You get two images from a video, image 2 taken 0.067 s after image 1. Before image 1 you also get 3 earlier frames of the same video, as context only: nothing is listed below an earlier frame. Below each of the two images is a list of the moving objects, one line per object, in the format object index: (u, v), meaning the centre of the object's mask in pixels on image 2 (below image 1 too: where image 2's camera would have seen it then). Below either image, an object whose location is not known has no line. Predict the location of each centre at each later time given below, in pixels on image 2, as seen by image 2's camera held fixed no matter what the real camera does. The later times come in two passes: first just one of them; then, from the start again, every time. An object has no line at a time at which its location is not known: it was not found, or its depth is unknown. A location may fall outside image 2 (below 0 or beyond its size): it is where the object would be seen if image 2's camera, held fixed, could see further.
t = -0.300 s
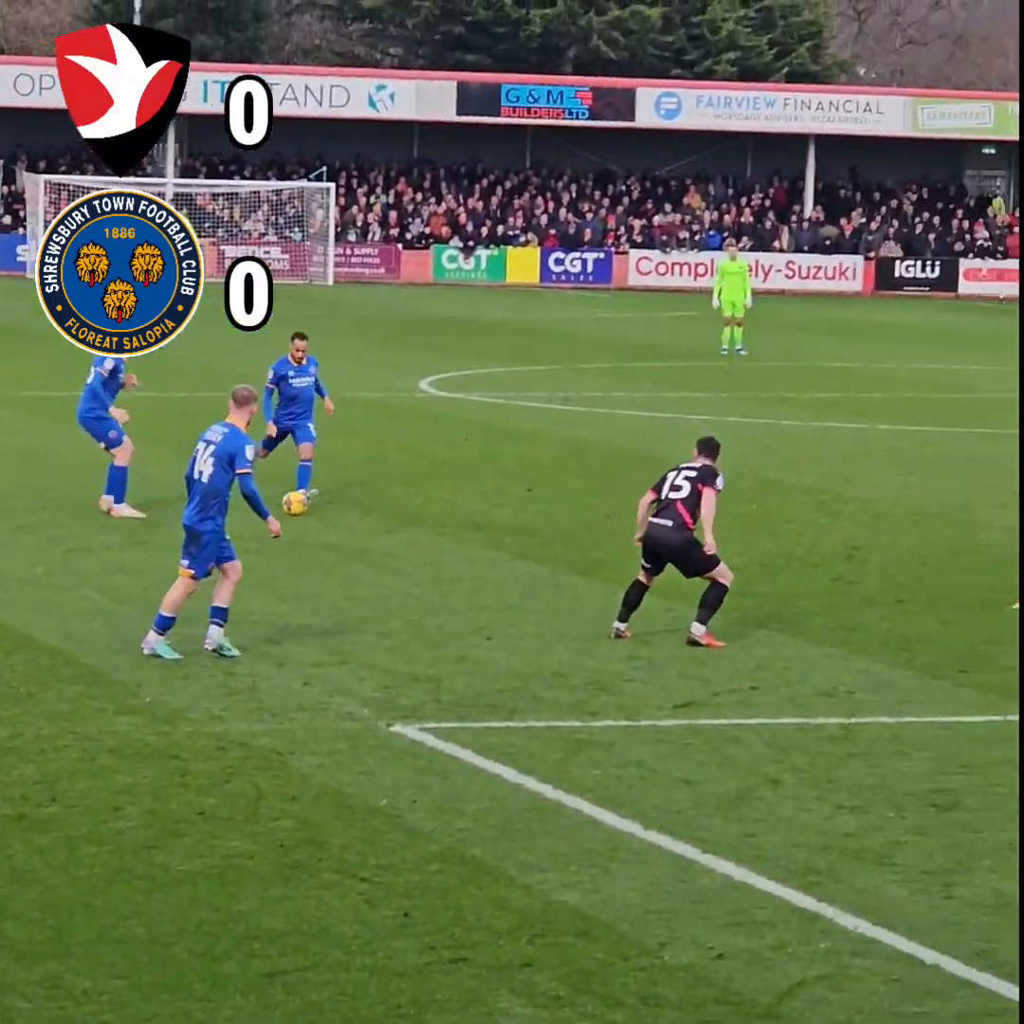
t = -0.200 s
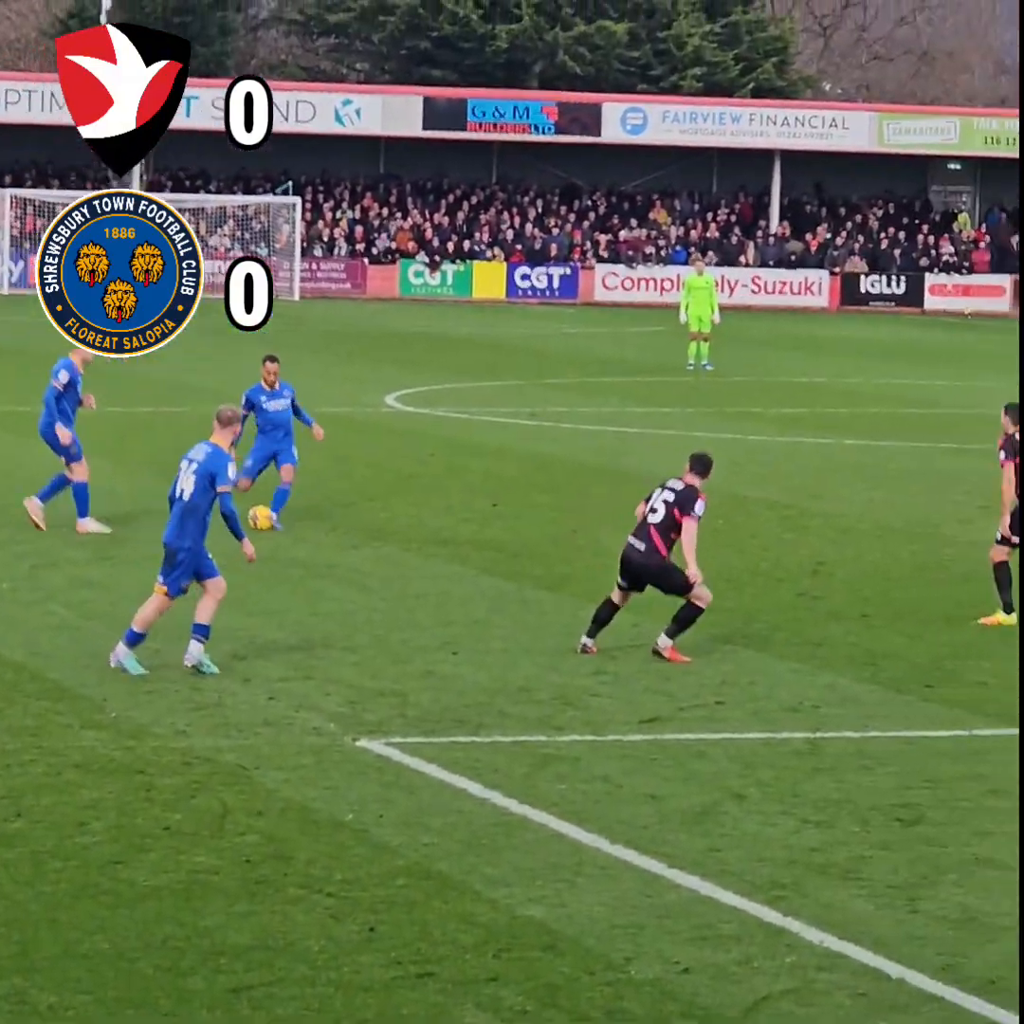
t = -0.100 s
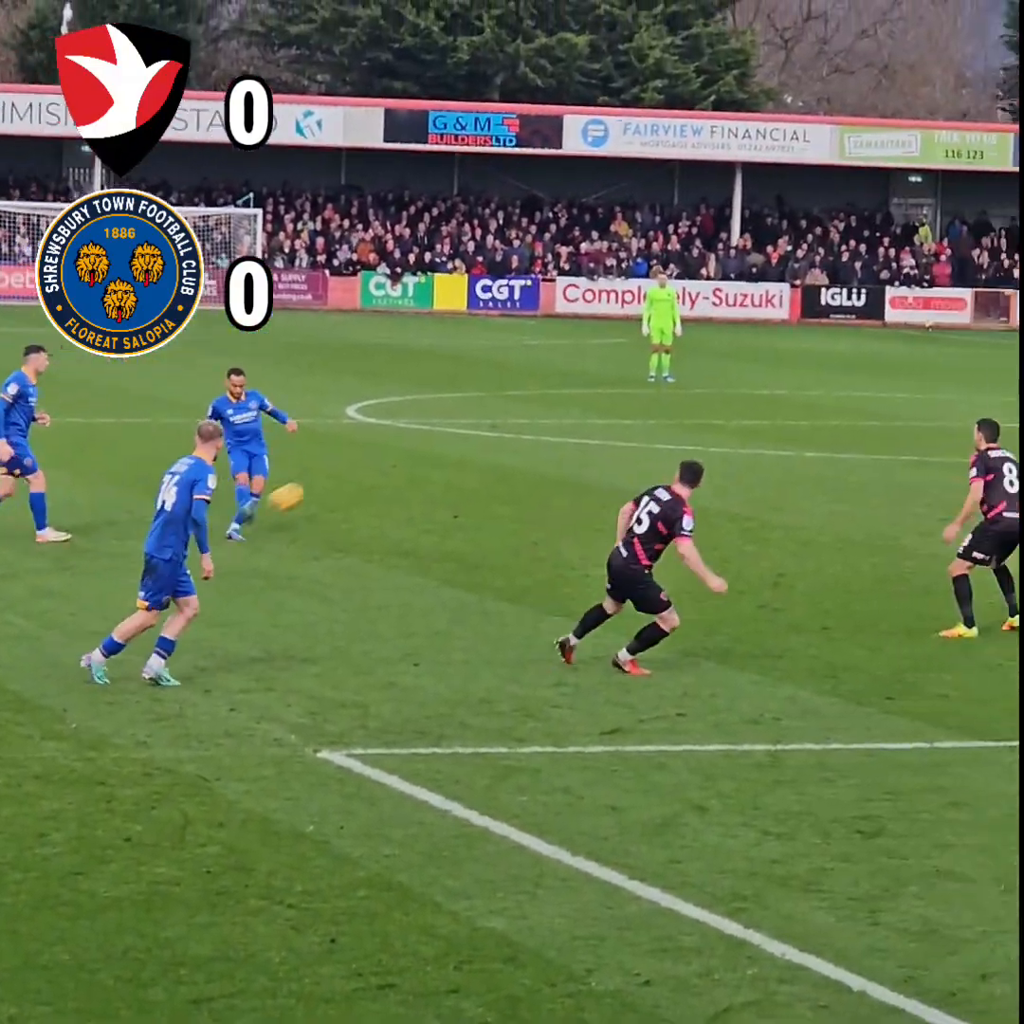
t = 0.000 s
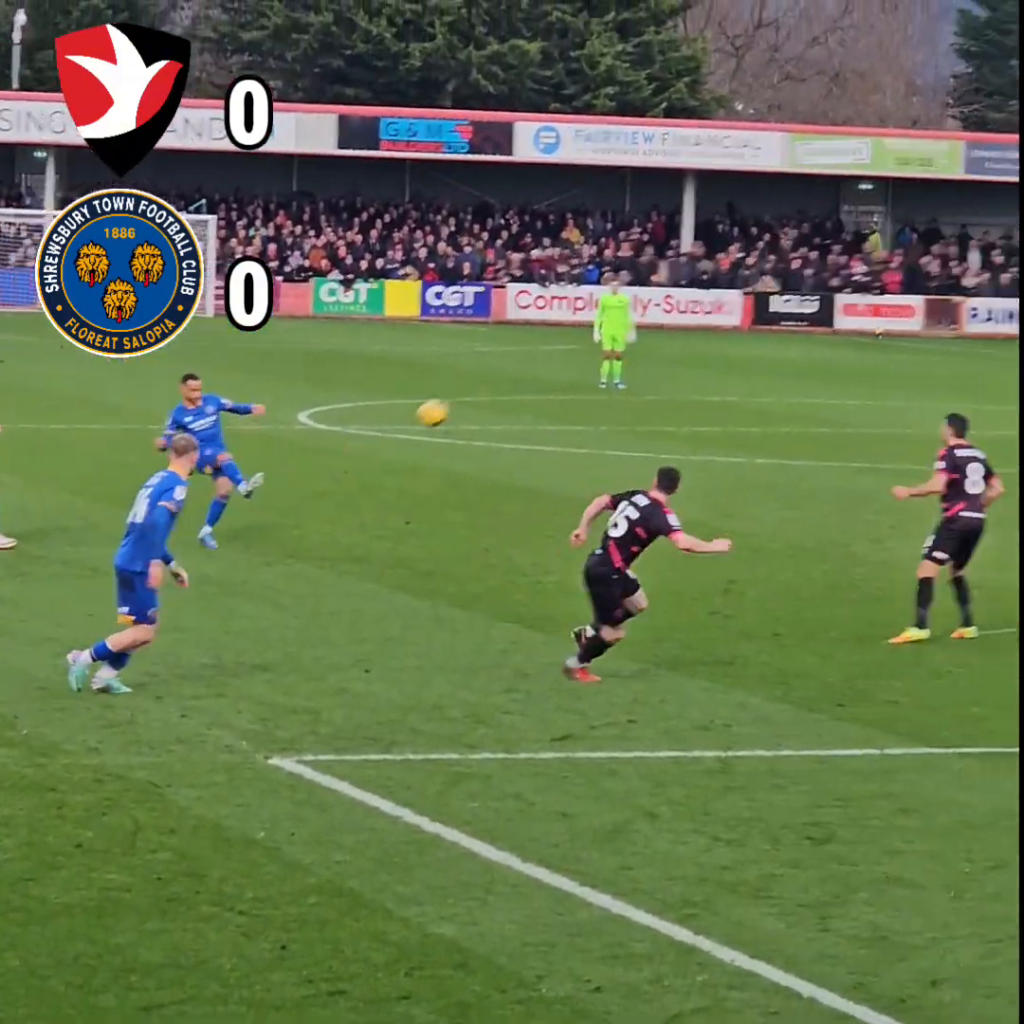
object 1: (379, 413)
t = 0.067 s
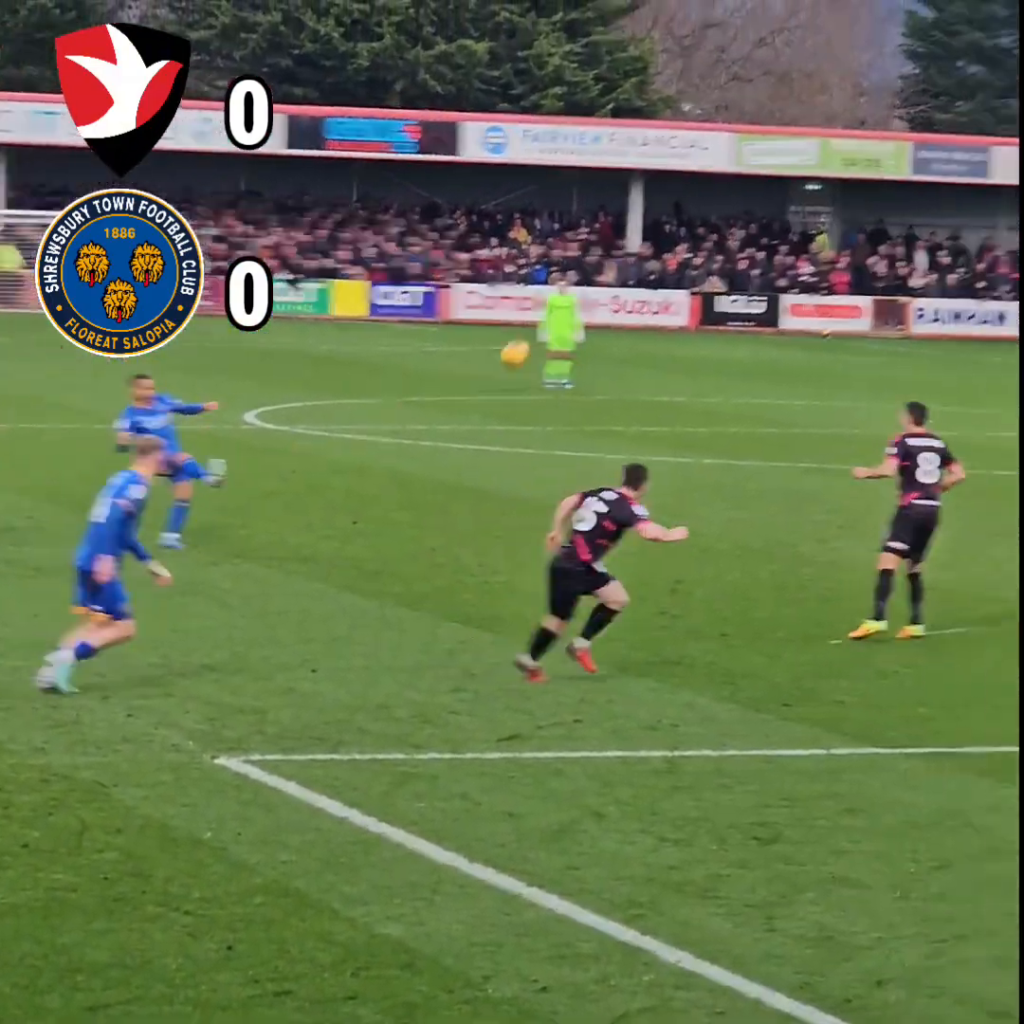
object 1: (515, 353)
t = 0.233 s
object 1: (875, 219)
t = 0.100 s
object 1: (586, 329)
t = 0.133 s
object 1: (659, 292)
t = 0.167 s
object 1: (729, 270)
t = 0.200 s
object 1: (803, 245)
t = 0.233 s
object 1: (875, 219)
